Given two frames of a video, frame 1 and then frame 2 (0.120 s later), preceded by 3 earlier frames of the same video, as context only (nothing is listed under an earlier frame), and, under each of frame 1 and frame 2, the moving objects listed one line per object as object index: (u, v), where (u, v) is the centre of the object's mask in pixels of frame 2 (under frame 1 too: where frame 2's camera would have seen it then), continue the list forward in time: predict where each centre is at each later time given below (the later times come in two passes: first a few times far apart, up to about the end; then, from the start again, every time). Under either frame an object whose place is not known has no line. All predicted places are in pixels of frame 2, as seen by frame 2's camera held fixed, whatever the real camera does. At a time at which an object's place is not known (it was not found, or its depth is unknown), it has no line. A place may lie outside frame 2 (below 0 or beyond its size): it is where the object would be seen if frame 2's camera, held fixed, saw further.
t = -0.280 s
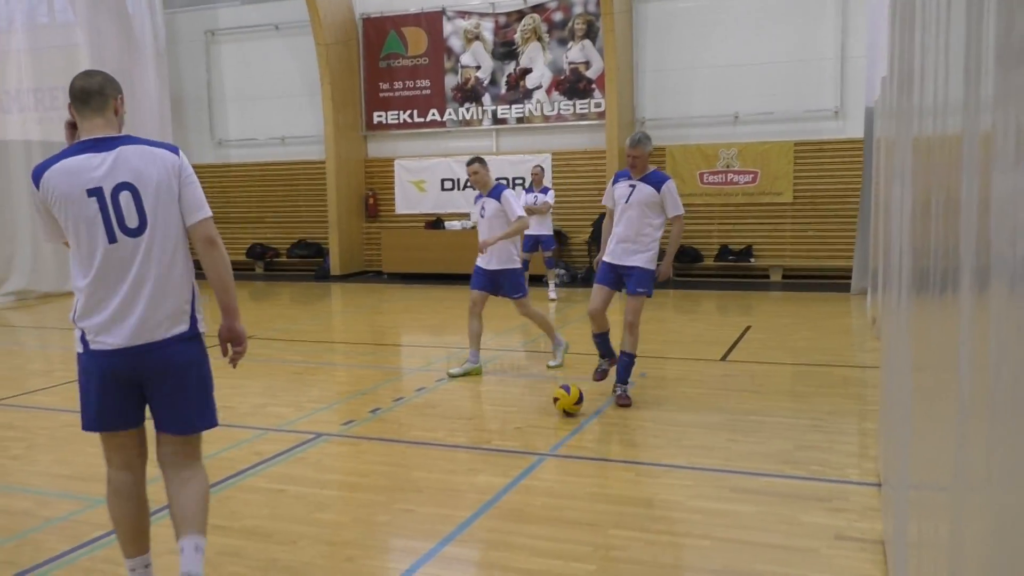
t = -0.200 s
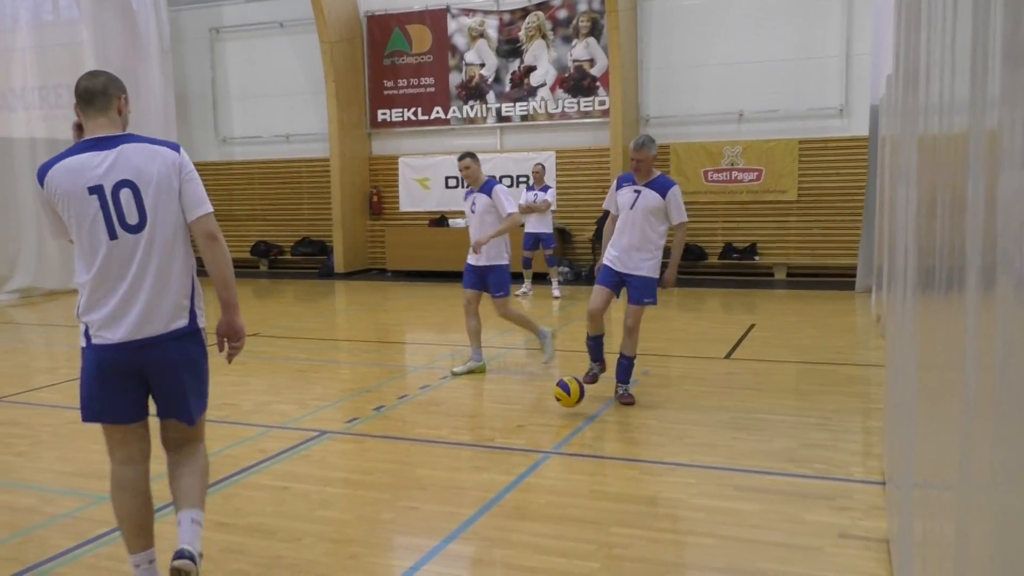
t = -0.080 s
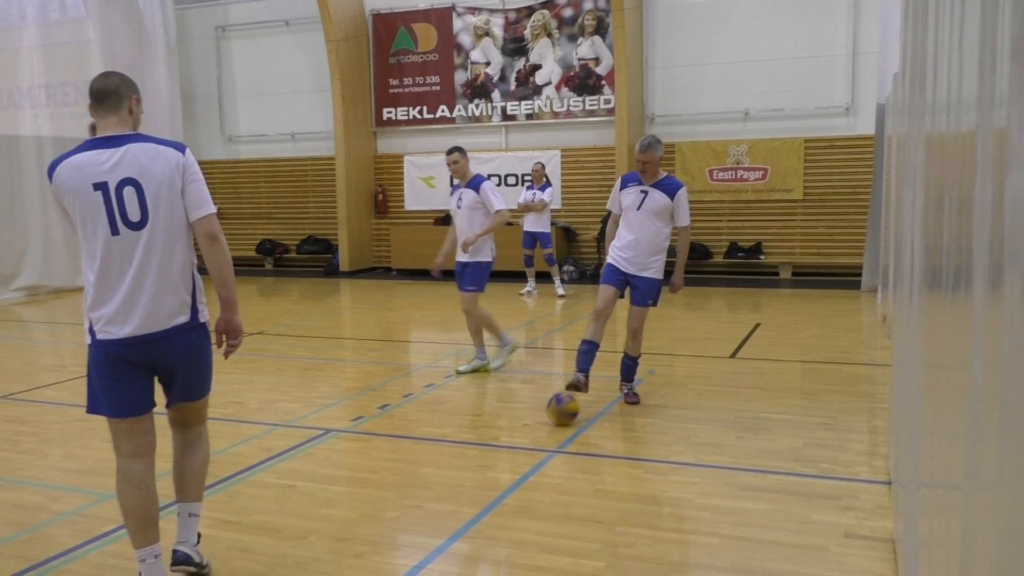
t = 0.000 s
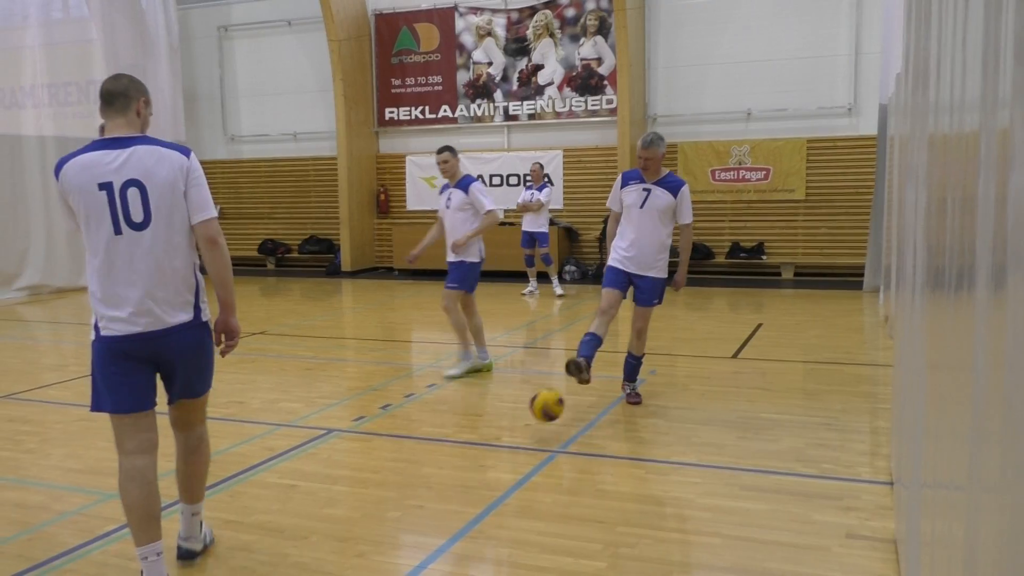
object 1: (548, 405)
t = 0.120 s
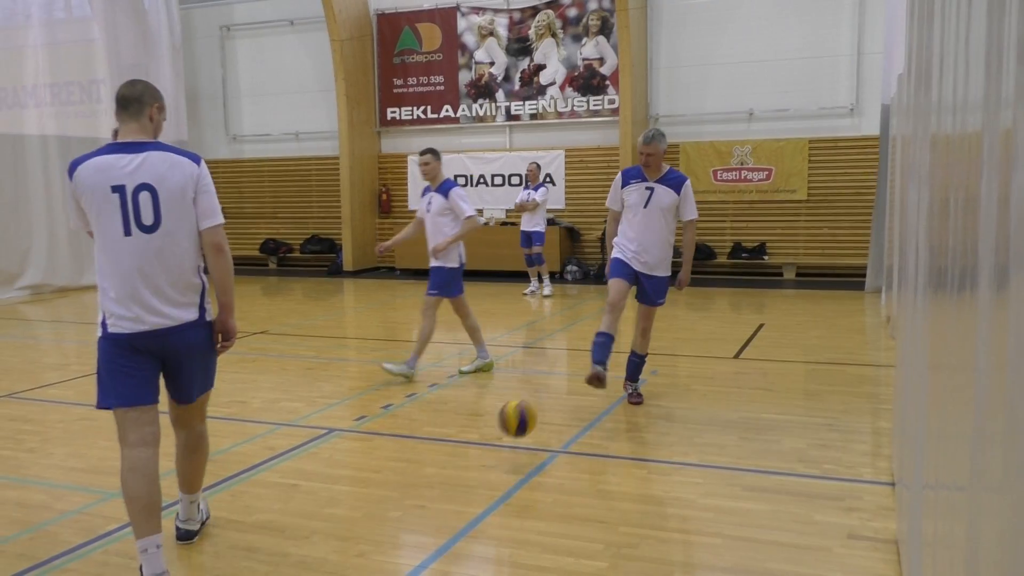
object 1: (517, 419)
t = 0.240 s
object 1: (481, 463)
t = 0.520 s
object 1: (357, 564)
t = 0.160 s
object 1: (506, 429)
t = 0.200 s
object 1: (493, 443)
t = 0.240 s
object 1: (481, 463)
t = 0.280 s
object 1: (467, 487)
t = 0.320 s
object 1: (451, 489)
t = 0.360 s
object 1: (435, 495)
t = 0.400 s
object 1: (418, 505)
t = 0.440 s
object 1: (399, 519)
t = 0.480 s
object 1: (378, 538)
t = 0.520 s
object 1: (357, 564)
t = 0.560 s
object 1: (333, 583)
